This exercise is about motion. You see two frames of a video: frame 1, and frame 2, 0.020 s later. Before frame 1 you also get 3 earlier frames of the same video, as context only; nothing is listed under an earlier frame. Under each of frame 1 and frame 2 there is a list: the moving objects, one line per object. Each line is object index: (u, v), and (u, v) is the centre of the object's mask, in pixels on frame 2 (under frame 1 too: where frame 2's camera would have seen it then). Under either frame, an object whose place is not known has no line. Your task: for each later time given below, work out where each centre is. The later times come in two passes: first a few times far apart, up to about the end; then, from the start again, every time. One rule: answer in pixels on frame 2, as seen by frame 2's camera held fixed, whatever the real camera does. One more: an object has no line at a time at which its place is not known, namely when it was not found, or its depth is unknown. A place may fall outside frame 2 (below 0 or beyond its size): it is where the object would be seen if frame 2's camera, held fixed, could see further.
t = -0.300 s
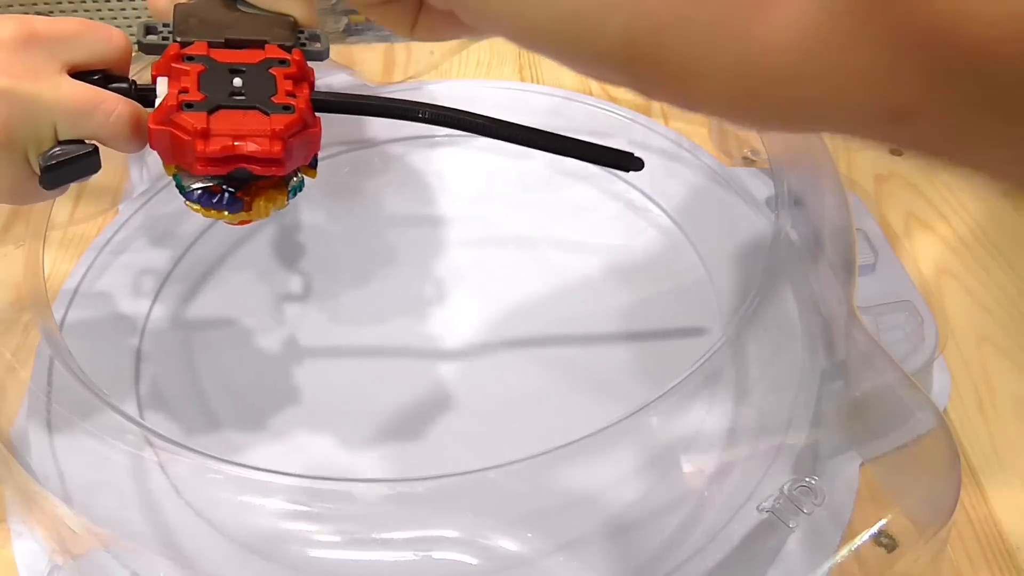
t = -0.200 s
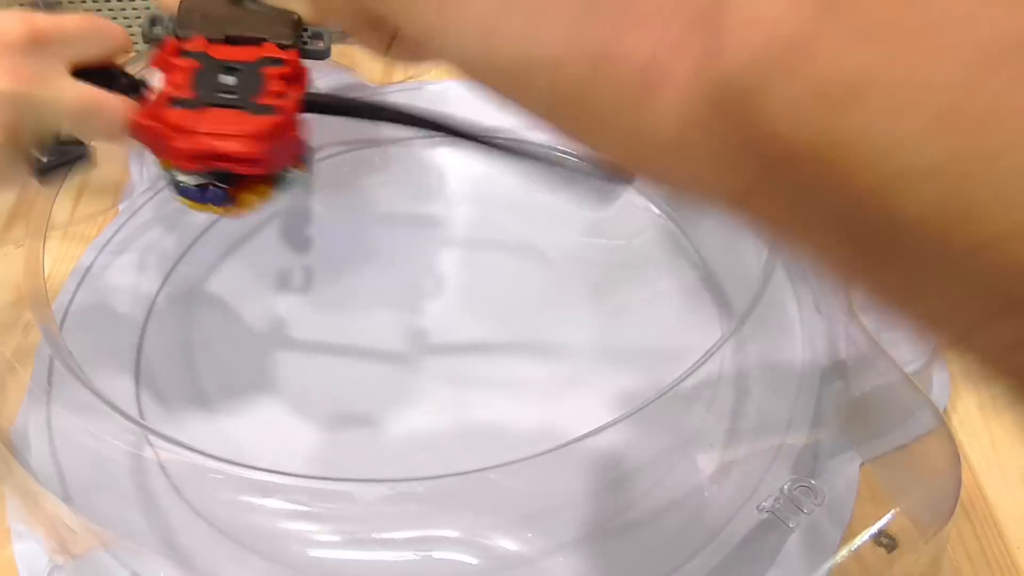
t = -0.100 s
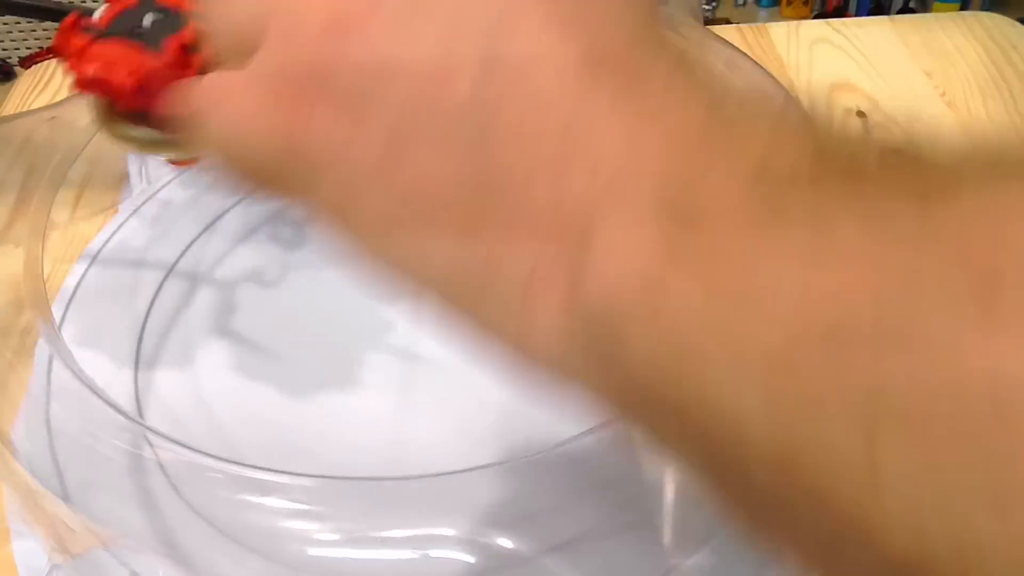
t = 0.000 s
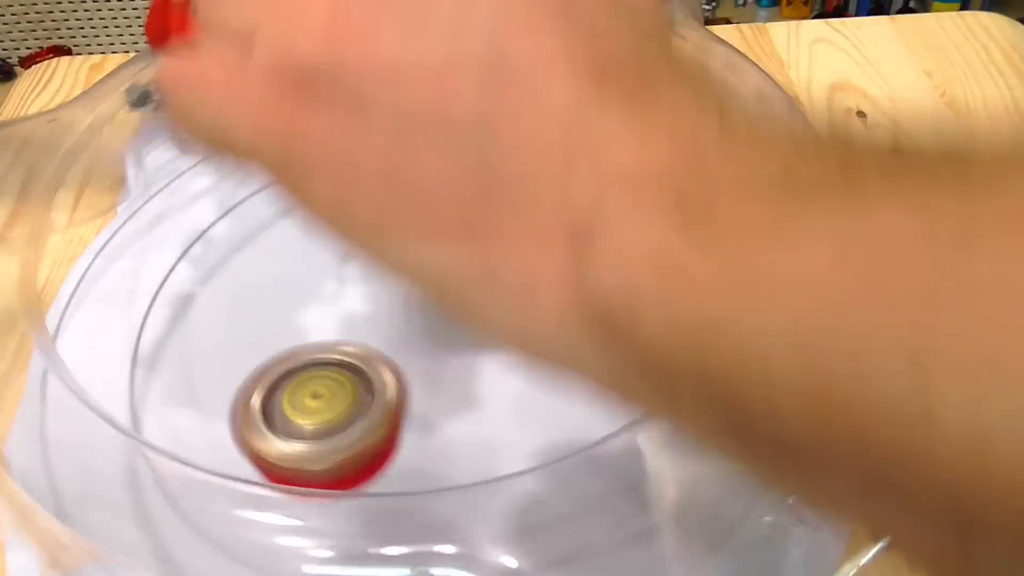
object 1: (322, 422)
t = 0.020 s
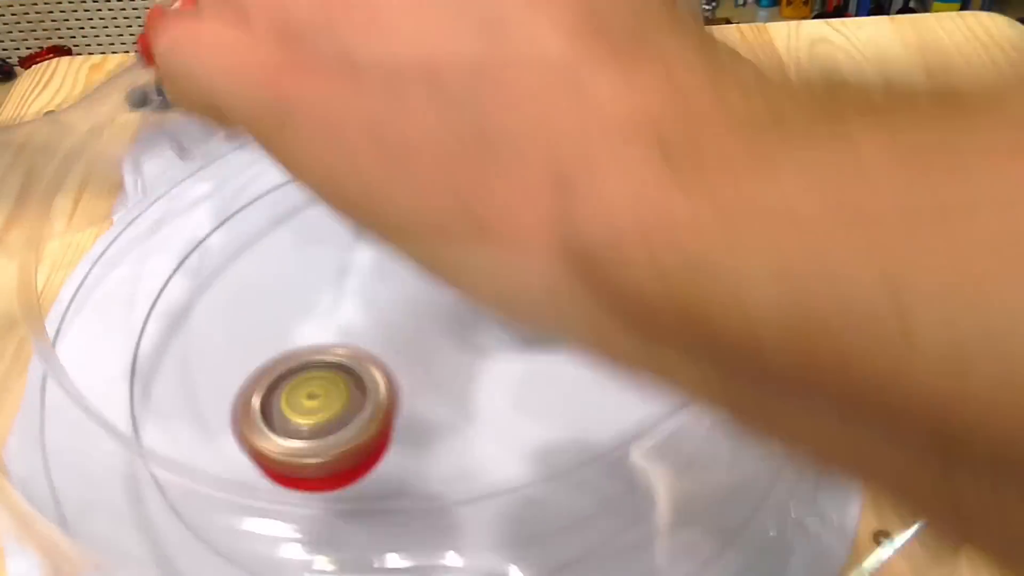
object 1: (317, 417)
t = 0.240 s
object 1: (356, 211)
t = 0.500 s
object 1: (574, 146)
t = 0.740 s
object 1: (673, 455)
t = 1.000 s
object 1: (67, 389)
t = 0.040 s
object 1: (315, 420)
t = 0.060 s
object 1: (315, 424)
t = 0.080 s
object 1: (316, 385)
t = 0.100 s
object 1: (317, 358)
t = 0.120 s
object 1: (314, 337)
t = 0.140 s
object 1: (319, 323)
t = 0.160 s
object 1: (325, 299)
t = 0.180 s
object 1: (331, 277)
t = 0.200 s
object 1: (339, 252)
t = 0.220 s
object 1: (346, 232)
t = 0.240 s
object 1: (356, 211)
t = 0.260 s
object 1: (368, 193)
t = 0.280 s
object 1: (380, 176)
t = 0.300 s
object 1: (395, 160)
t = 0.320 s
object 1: (409, 148)
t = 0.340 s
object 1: (424, 137)
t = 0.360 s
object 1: (441, 131)
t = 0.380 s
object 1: (458, 128)
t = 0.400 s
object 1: (476, 124)
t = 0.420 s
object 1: (495, 124)
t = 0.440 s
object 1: (514, 125)
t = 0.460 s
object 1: (533, 129)
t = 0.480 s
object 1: (554, 136)
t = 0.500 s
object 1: (574, 146)
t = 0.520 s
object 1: (596, 158)
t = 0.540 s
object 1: (615, 172)
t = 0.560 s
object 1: (635, 189)
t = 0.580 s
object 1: (653, 209)
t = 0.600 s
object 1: (671, 234)
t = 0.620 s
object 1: (687, 259)
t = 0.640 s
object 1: (698, 285)
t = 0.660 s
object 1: (707, 316)
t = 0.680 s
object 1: (714, 350)
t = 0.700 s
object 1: (715, 382)
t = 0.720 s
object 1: (698, 419)
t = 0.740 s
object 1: (673, 455)
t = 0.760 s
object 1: (633, 484)
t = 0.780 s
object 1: (587, 506)
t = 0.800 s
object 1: (537, 519)
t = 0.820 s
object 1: (477, 528)
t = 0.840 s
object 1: (415, 534)
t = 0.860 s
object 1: (351, 534)
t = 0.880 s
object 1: (296, 530)
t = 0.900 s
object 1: (237, 522)
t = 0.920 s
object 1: (178, 512)
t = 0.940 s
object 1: (133, 498)
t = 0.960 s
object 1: (93, 471)
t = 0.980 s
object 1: (78, 437)
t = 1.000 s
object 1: (67, 389)
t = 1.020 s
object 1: (63, 353)
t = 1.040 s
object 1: (58, 314)
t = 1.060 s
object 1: (57, 280)
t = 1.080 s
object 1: (67, 243)
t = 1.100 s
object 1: (81, 224)
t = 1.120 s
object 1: (109, 230)
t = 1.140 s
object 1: (148, 243)
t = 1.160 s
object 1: (185, 255)
